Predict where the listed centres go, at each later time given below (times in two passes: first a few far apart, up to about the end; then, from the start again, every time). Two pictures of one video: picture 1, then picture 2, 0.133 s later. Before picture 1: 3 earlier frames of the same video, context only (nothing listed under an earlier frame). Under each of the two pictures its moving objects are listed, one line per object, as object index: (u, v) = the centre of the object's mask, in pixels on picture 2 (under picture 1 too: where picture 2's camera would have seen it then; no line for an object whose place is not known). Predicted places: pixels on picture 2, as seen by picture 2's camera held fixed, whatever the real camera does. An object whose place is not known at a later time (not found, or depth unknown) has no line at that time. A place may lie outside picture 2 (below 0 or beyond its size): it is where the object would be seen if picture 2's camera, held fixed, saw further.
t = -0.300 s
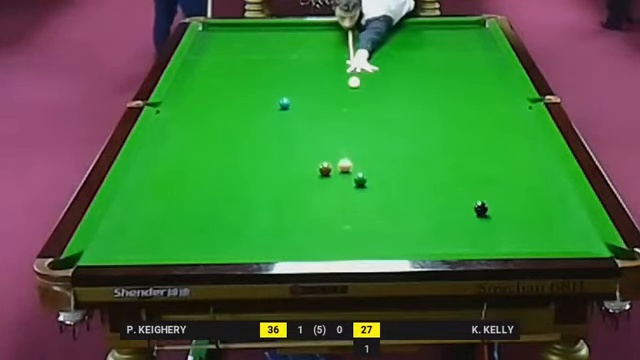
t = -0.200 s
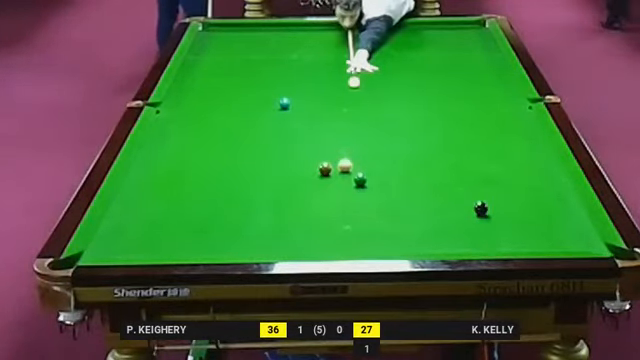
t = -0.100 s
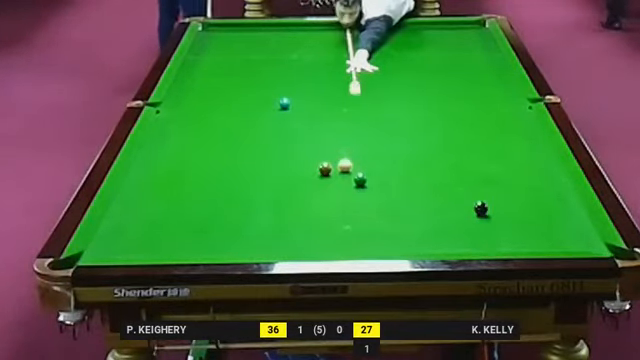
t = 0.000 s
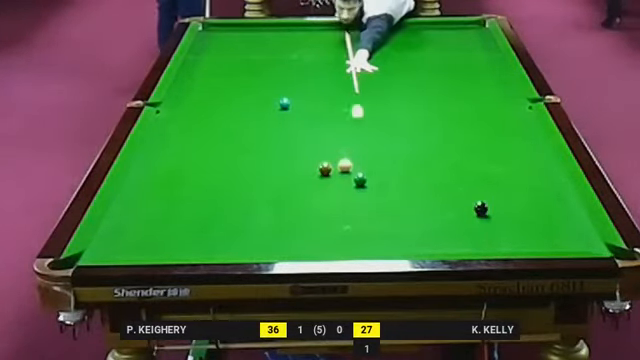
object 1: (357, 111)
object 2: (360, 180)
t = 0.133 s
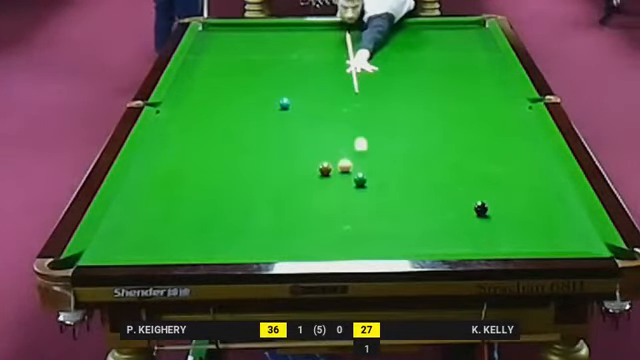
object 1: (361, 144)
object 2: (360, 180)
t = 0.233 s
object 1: (364, 171)
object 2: (359, 181)
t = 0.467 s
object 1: (401, 178)
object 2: (314, 240)
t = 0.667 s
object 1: (430, 180)
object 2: (291, 227)
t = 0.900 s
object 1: (464, 183)
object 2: (276, 192)
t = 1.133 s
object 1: (496, 186)
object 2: (263, 163)
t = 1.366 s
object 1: (527, 188)
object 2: (251, 137)
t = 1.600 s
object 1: (557, 190)
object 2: (241, 115)
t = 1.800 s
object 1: (561, 191)
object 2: (232, 99)
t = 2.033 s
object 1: (544, 192)
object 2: (225, 81)
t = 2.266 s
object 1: (528, 193)
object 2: (217, 66)
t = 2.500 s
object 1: (514, 193)
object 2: (210, 52)
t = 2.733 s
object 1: (502, 194)
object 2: (203, 40)
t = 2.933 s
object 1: (493, 195)
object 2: (203, 30)
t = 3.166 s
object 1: (483, 195)
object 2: (204, 27)
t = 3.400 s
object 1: (475, 195)
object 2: (208, 29)
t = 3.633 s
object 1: (468, 196)
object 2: (217, 33)
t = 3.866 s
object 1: (464, 197)
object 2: (225, 38)
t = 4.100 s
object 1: (461, 197)
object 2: (233, 42)
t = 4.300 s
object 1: (459, 197)
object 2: (240, 45)
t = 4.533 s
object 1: (458, 197)
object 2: (247, 48)
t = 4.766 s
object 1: (458, 198)
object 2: (254, 51)
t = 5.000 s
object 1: (458, 197)
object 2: (261, 55)
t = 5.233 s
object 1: (458, 197)
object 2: (267, 58)
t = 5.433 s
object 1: (458, 198)
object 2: (273, 60)
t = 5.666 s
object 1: (458, 198)
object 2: (279, 63)
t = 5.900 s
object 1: (458, 197)
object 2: (284, 65)
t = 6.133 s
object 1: (458, 198)
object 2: (290, 67)
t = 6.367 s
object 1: (458, 197)
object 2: (294, 69)
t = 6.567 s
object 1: (458, 197)
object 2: (297, 70)
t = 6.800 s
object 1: (458, 198)
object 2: (302, 71)
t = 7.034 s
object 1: (458, 197)
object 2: (305, 73)
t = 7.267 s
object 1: (458, 198)
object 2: (307, 74)
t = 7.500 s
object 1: (458, 198)
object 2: (309, 74)
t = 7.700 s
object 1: (458, 198)
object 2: (310, 74)
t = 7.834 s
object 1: (458, 197)
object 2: (311, 75)
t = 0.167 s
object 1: (361, 153)
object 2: (360, 180)
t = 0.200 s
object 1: (363, 162)
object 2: (360, 180)
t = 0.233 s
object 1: (364, 171)
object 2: (359, 181)
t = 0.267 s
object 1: (369, 175)
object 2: (354, 186)
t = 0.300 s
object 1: (376, 176)
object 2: (348, 196)
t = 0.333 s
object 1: (381, 176)
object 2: (341, 204)
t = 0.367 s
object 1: (387, 177)
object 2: (335, 213)
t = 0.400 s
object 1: (392, 178)
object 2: (328, 221)
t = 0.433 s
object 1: (397, 178)
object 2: (321, 230)
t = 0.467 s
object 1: (401, 178)
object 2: (314, 240)
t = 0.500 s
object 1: (406, 179)
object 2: (308, 246)
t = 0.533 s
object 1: (411, 179)
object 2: (301, 249)
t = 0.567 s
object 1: (416, 179)
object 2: (298, 245)
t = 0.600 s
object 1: (421, 180)
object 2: (296, 240)
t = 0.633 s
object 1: (425, 180)
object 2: (293, 234)
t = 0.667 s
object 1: (430, 180)
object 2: (291, 227)
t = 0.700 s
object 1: (435, 181)
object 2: (289, 222)
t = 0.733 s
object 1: (440, 181)
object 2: (287, 217)
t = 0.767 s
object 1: (445, 182)
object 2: (284, 211)
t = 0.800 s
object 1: (450, 182)
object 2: (282, 207)
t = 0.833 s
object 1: (455, 183)
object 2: (280, 201)
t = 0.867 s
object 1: (459, 183)
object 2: (278, 196)
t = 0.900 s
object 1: (464, 183)
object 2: (276, 192)
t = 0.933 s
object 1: (469, 184)
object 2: (274, 187)
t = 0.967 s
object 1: (473, 184)
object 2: (272, 183)
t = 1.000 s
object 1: (478, 184)
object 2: (270, 178)
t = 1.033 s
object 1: (482, 185)
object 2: (268, 174)
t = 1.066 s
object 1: (487, 185)
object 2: (266, 170)
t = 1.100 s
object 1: (491, 186)
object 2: (264, 167)
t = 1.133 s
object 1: (496, 186)
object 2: (263, 163)
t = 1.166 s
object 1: (500, 186)
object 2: (261, 159)
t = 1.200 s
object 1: (504, 187)
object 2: (259, 154)
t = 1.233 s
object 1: (509, 187)
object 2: (258, 151)
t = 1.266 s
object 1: (514, 187)
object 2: (256, 147)
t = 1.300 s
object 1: (518, 188)
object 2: (255, 144)
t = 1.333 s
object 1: (522, 188)
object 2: (253, 140)
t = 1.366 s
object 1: (527, 188)
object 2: (251, 137)
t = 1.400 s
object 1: (531, 188)
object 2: (249, 134)
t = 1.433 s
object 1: (535, 189)
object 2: (248, 130)
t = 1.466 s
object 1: (540, 189)
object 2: (246, 127)
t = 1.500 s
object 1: (544, 189)
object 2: (245, 124)
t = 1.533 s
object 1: (548, 190)
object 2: (243, 121)
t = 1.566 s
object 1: (553, 190)
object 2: (242, 118)
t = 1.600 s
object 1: (557, 190)
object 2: (241, 115)
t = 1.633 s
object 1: (562, 191)
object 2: (239, 113)
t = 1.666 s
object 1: (566, 191)
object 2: (238, 109)
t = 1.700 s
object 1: (568, 191)
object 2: (236, 107)
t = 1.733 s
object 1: (566, 191)
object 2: (235, 104)
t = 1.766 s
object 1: (563, 192)
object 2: (234, 101)
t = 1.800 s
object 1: (561, 191)
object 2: (232, 99)
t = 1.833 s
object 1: (558, 192)
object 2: (231, 96)
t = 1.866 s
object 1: (556, 192)
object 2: (230, 93)
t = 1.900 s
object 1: (553, 192)
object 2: (229, 91)
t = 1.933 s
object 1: (551, 192)
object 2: (228, 88)
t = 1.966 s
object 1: (548, 192)
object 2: (227, 86)
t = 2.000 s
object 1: (546, 192)
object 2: (226, 83)
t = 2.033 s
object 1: (544, 192)
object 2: (225, 81)
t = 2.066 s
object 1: (541, 193)
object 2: (223, 79)
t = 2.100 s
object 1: (539, 193)
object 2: (222, 76)
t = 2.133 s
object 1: (537, 193)
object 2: (221, 75)
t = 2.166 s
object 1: (535, 192)
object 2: (220, 72)
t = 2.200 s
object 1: (532, 193)
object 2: (219, 70)
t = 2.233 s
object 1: (530, 193)
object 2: (217, 68)
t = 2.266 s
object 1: (528, 193)
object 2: (217, 66)
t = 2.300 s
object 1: (526, 193)
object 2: (216, 64)
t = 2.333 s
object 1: (524, 193)
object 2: (215, 62)
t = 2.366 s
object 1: (522, 193)
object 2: (214, 60)
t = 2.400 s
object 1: (520, 193)
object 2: (213, 58)
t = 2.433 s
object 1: (518, 193)
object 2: (212, 56)
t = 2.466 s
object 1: (516, 193)
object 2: (211, 54)
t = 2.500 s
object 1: (514, 193)
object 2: (210, 52)
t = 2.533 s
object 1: (513, 194)
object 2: (209, 50)
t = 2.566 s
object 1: (511, 194)
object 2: (208, 49)
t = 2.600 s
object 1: (509, 194)
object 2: (207, 47)
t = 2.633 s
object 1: (507, 194)
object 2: (206, 45)
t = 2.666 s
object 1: (505, 194)
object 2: (205, 43)
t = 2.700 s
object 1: (504, 194)
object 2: (204, 42)
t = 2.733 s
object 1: (502, 194)
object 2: (203, 40)
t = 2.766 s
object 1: (501, 194)
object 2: (203, 38)
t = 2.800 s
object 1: (499, 195)
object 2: (201, 36)
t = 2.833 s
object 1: (497, 195)
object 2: (200, 35)
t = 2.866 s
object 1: (496, 195)
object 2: (200, 33)
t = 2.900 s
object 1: (494, 195)
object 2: (201, 31)
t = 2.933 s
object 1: (493, 195)
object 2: (203, 30)
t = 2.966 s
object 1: (491, 195)
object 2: (204, 29)
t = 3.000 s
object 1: (490, 195)
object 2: (204, 28)
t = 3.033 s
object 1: (488, 195)
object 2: (206, 27)
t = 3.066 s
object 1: (487, 195)
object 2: (207, 26)
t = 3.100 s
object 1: (485, 195)
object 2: (208, 25)
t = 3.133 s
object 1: (484, 195)
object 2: (207, 25)
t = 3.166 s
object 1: (483, 195)
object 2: (204, 27)
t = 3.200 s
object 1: (482, 195)
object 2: (203, 27)
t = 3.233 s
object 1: (481, 195)
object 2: (204, 27)
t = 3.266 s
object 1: (480, 195)
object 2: (204, 27)
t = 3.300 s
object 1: (479, 194)
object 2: (205, 28)
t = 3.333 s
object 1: (477, 194)
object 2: (205, 28)
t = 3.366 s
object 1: (476, 194)
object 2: (206, 28)
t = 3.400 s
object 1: (475, 195)
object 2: (208, 29)
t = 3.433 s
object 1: (473, 195)
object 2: (210, 30)
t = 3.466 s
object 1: (473, 195)
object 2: (211, 30)
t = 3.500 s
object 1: (472, 195)
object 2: (213, 31)
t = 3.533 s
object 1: (471, 196)
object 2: (214, 31)
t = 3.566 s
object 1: (470, 196)
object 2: (215, 32)
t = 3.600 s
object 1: (469, 196)
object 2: (216, 33)
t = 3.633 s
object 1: (468, 196)
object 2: (217, 33)
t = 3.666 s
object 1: (468, 196)
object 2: (218, 34)
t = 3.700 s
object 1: (467, 196)
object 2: (220, 35)
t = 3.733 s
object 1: (466, 197)
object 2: (221, 36)
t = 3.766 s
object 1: (466, 197)
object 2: (222, 36)
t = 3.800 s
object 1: (465, 197)
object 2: (223, 37)
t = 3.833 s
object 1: (465, 197)
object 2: (223, 37)
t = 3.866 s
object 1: (464, 197)
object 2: (225, 38)
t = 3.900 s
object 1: (464, 197)
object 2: (226, 38)
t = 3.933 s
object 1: (463, 197)
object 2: (227, 39)
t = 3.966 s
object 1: (463, 197)
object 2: (229, 39)
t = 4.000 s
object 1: (462, 197)
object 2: (229, 40)
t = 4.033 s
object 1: (461, 197)
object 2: (230, 41)
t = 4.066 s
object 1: (461, 197)
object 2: (231, 41)
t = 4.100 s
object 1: (461, 197)
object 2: (233, 42)
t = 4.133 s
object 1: (459, 197)
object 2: (234, 42)
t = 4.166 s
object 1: (459, 197)
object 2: (234, 43)
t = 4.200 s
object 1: (460, 197)
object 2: (236, 44)
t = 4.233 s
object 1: (459, 197)
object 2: (238, 44)
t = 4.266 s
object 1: (459, 197)
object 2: (238, 45)
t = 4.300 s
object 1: (459, 197)
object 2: (240, 45)
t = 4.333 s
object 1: (458, 197)
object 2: (240, 46)
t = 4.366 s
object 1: (458, 197)
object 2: (242, 46)
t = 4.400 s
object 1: (459, 197)
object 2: (243, 46)
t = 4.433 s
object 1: (458, 197)
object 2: (244, 47)
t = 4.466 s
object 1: (458, 197)
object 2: (245, 47)
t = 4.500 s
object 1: (458, 198)
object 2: (246, 48)
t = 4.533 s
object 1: (458, 197)
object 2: (247, 48)
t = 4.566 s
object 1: (458, 198)
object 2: (248, 49)
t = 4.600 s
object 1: (458, 198)
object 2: (249, 49)
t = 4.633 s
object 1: (458, 197)
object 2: (250, 50)
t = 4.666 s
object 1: (458, 197)
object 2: (251, 50)
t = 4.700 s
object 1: (458, 198)
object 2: (252, 51)
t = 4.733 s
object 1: (458, 198)
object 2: (253, 51)
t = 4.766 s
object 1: (458, 198)
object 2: (254, 51)
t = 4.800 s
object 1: (458, 198)
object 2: (255, 52)
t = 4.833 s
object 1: (458, 198)
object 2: (256, 52)
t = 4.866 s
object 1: (458, 198)
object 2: (257, 53)
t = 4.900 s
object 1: (458, 198)
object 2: (258, 53)
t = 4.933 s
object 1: (458, 198)
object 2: (259, 54)
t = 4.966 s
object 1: (458, 198)
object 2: (260, 54)
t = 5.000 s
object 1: (458, 197)
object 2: (261, 55)
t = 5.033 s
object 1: (458, 198)
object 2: (262, 55)
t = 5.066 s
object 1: (458, 198)
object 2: (263, 55)
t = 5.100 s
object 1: (458, 197)
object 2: (264, 56)
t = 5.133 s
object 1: (458, 197)
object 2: (265, 56)
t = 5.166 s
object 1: (458, 198)
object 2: (266, 57)
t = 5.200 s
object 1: (458, 198)
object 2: (266, 57)
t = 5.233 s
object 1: (458, 197)
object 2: (267, 58)
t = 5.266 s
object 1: (458, 197)
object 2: (268, 58)
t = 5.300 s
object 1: (458, 198)
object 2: (269, 58)
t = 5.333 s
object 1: (458, 198)
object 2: (270, 59)
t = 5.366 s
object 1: (458, 197)
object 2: (271, 59)
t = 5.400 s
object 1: (458, 198)
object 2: (271, 59)
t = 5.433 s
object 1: (458, 198)
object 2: (273, 60)
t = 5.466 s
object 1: (458, 198)
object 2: (273, 60)
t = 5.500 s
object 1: (458, 197)
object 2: (275, 61)
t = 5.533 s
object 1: (458, 197)
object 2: (275, 61)
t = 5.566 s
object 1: (458, 198)
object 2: (276, 61)
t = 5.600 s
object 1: (458, 197)
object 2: (277, 62)
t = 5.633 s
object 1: (458, 198)
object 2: (278, 62)
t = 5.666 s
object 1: (458, 198)
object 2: (279, 63)
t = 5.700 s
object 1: (458, 198)
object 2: (280, 63)
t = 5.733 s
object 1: (458, 198)
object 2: (280, 63)
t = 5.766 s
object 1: (458, 198)
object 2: (281, 63)
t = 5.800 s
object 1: (458, 198)
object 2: (282, 64)
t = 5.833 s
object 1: (458, 197)
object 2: (283, 64)
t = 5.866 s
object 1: (458, 198)
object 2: (284, 64)
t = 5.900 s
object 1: (458, 197)
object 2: (284, 65)
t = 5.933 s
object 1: (458, 197)
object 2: (285, 65)
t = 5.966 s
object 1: (458, 197)
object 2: (285, 65)
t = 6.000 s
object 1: (458, 198)
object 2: (287, 66)
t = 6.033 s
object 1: (458, 198)
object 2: (287, 66)
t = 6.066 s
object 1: (458, 198)
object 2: (288, 66)
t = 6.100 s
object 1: (458, 197)
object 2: (289, 66)
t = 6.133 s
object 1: (458, 198)
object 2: (290, 67)
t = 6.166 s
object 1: (458, 198)
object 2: (291, 67)
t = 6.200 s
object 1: (458, 198)
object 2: (291, 67)
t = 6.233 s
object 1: (458, 197)
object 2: (291, 67)
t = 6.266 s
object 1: (458, 198)
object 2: (293, 68)
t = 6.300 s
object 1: (458, 198)
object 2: (293, 68)
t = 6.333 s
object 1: (458, 197)
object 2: (294, 68)
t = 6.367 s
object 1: (458, 197)
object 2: (294, 69)
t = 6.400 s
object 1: (458, 197)
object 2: (295, 69)
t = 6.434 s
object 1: (458, 197)
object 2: (295, 69)
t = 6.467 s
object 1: (458, 197)
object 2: (296, 70)
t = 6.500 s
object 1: (458, 197)
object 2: (296, 69)
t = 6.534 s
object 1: (458, 197)
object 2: (297, 70)
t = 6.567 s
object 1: (458, 197)
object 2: (297, 70)
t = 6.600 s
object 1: (458, 197)
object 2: (298, 70)
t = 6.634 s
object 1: (458, 198)
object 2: (298, 71)
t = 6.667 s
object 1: (458, 197)
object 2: (299, 71)
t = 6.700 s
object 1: (458, 197)
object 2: (300, 71)
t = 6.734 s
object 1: (458, 197)
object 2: (300, 71)
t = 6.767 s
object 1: (458, 198)
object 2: (300, 71)
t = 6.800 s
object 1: (458, 198)
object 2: (302, 71)
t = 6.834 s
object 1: (458, 198)
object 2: (302, 72)
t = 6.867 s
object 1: (458, 198)
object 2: (302, 72)
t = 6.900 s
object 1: (458, 198)
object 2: (302, 72)
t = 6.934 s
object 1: (458, 198)
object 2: (303, 72)
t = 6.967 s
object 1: (458, 198)
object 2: (303, 72)
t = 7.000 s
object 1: (458, 198)
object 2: (303, 72)
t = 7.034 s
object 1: (458, 197)
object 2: (305, 73)
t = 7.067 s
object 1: (458, 197)
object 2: (305, 72)
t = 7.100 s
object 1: (458, 198)
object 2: (305, 73)
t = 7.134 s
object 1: (458, 197)
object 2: (306, 73)
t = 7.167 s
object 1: (458, 197)
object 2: (307, 73)
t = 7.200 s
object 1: (458, 198)
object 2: (307, 73)
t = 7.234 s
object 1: (458, 198)
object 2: (307, 73)
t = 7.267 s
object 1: (458, 198)
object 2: (307, 74)
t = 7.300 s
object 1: (458, 198)
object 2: (307, 73)
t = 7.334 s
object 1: (458, 198)
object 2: (307, 74)
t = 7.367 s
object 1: (458, 197)
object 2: (308, 73)
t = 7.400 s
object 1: (458, 197)
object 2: (308, 74)
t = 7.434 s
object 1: (458, 197)
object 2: (309, 74)
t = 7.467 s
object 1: (458, 198)
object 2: (309, 74)
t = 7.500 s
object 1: (458, 198)
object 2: (309, 74)
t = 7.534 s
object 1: (458, 197)
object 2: (309, 74)
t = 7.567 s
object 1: (458, 198)
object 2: (310, 74)
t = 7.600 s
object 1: (458, 198)
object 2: (310, 75)
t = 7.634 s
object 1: (458, 198)
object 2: (310, 75)
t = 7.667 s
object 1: (458, 198)
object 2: (310, 75)
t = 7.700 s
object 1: (458, 198)
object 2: (310, 74)
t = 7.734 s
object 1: (458, 198)
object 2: (311, 74)
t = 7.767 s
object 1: (458, 197)
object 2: (310, 75)
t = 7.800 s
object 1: (458, 198)
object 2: (311, 75)
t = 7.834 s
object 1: (458, 197)
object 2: (311, 75)
